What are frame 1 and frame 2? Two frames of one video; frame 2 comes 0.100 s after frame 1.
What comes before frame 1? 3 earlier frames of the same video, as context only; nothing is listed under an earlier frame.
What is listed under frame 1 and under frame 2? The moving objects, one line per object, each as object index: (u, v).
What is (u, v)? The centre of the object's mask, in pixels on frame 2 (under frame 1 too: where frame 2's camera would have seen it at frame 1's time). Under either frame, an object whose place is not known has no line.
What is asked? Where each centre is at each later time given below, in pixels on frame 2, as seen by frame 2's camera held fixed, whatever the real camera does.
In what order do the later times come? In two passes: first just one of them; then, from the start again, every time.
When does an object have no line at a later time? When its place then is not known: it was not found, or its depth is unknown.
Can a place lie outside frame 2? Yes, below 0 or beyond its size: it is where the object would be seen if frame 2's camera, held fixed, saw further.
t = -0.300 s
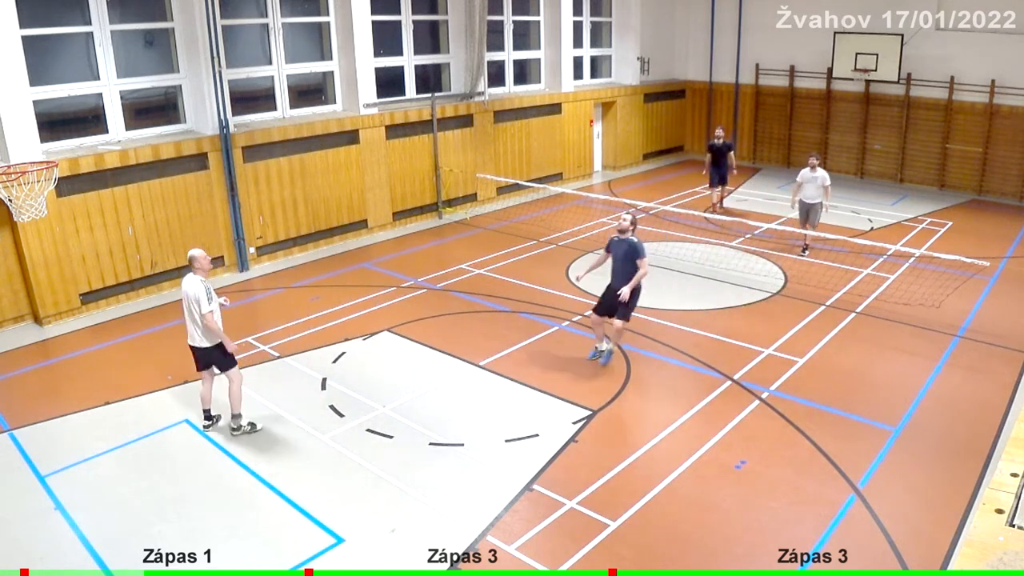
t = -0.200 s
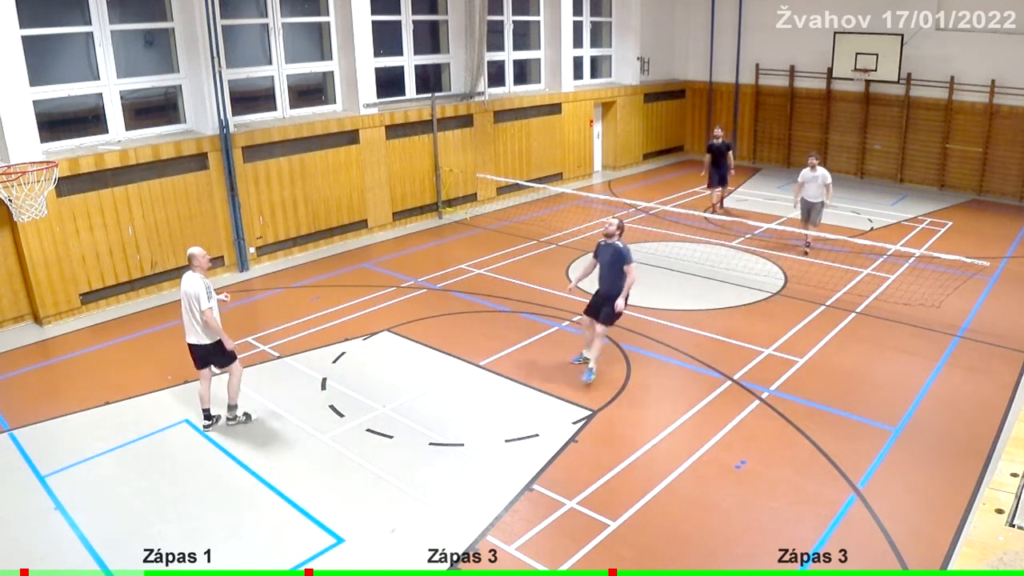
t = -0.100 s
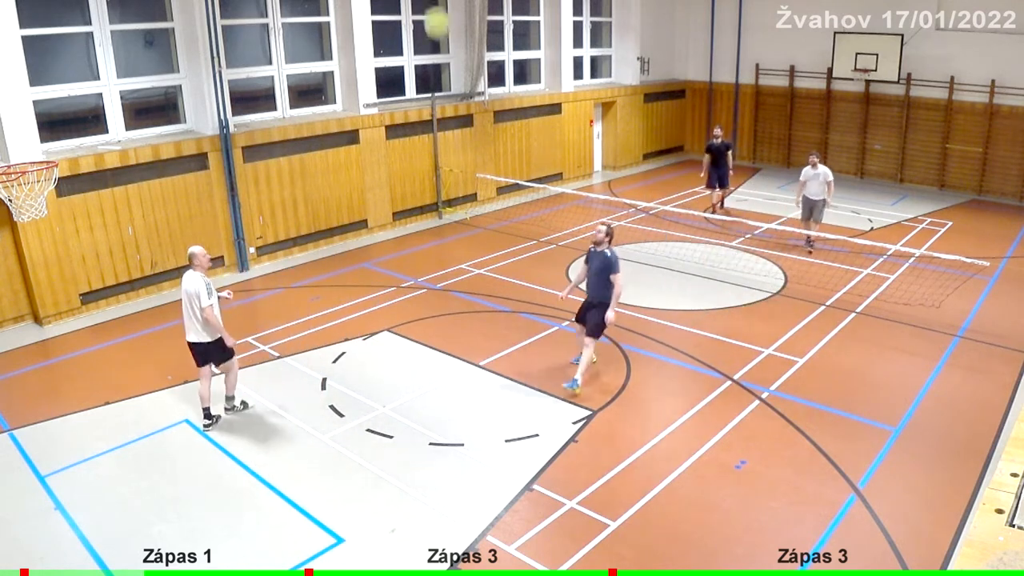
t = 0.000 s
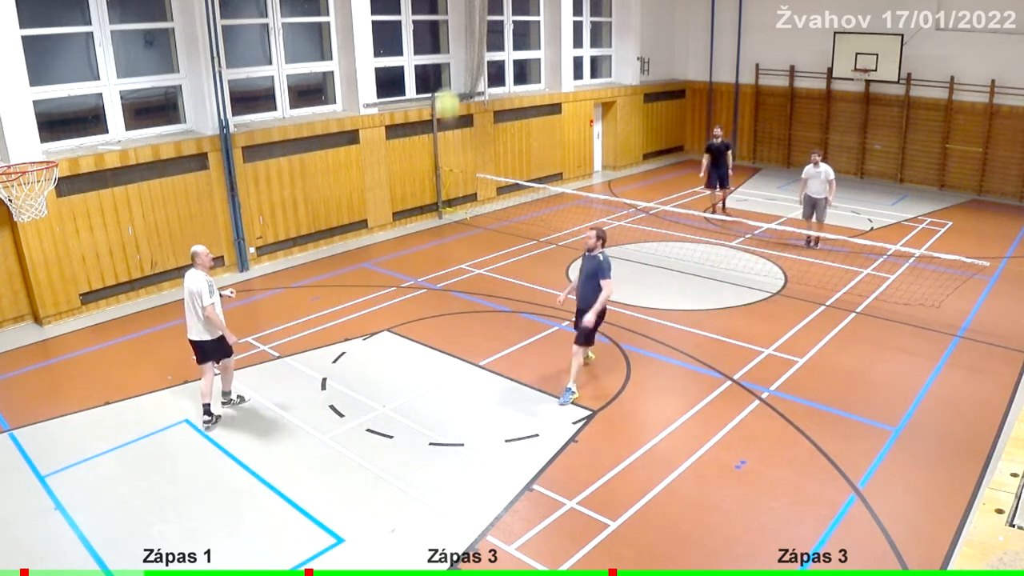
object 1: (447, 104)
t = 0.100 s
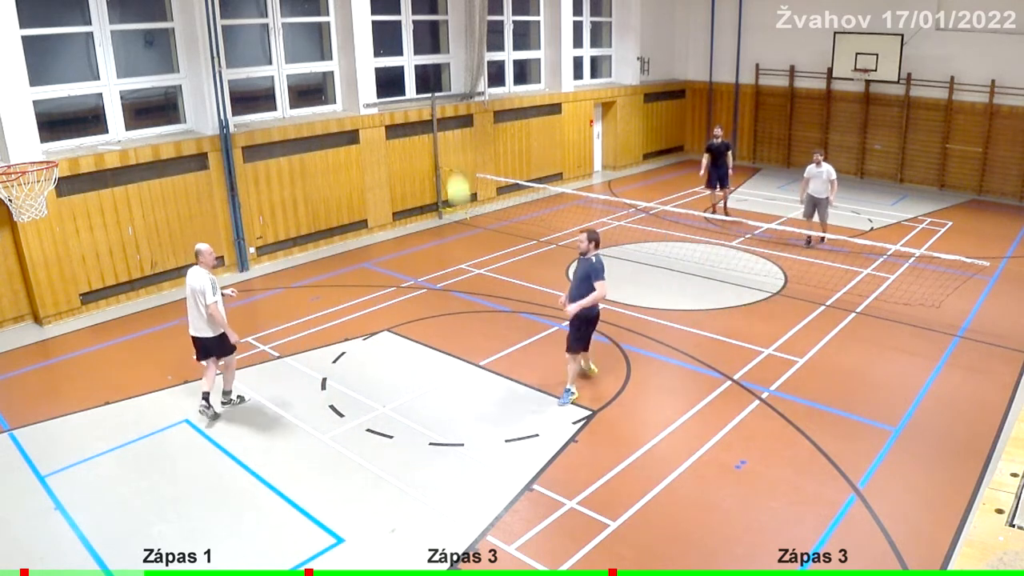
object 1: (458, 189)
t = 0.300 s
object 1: (482, 363)
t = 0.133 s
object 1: (462, 220)
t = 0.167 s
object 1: (466, 248)
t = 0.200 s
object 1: (470, 279)
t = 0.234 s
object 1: (474, 307)
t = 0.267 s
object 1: (478, 335)
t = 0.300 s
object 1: (482, 363)
